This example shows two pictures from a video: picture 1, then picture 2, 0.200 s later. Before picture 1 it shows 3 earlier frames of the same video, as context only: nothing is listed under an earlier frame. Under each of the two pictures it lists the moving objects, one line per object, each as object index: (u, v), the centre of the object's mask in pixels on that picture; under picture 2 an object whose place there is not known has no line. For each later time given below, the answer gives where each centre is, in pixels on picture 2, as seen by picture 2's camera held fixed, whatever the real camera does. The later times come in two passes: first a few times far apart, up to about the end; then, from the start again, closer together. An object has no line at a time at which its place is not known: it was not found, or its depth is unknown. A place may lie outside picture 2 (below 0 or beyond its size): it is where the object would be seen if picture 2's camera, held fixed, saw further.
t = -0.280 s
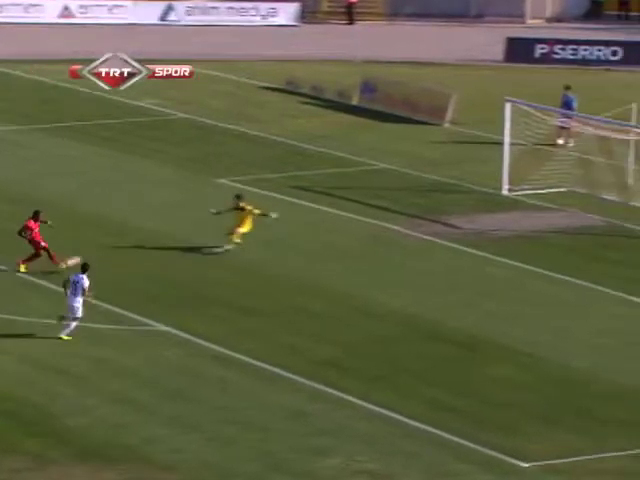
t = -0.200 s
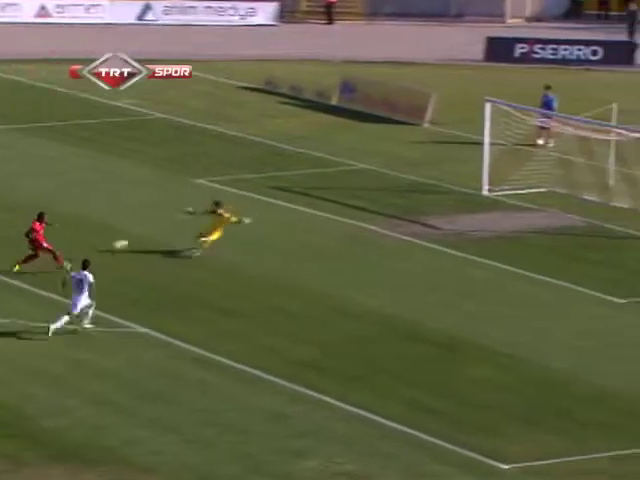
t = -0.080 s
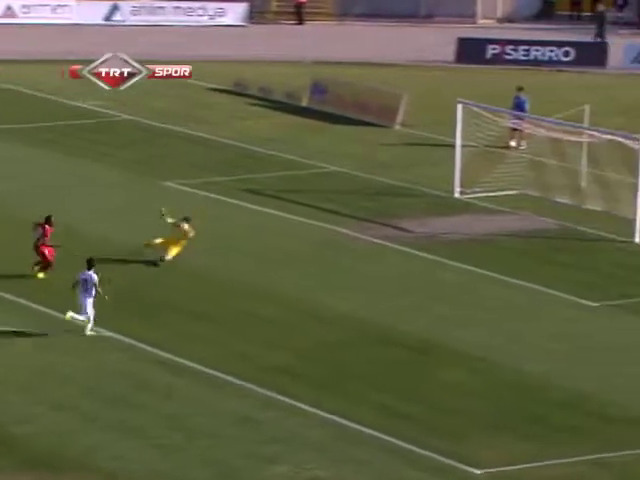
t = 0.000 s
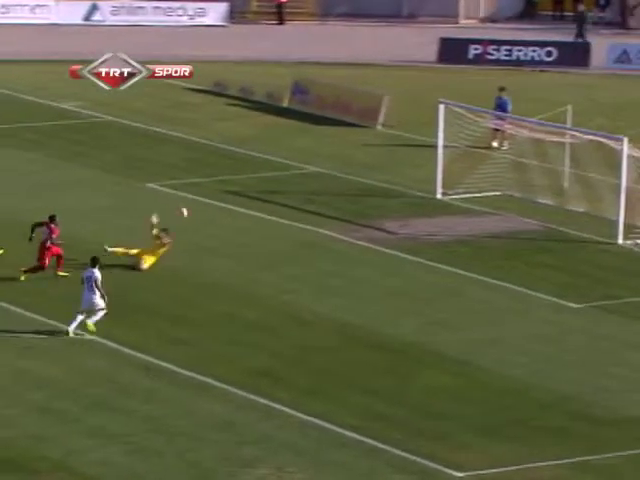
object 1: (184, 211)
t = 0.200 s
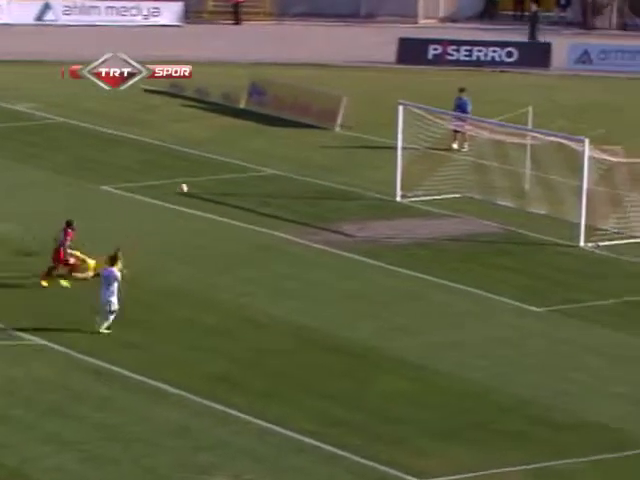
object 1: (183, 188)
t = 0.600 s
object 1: (268, 190)
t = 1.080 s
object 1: (355, 195)
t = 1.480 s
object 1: (421, 177)
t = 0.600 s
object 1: (268, 190)
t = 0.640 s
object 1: (275, 195)
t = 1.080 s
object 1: (355, 195)
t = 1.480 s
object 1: (421, 177)
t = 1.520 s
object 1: (426, 179)
